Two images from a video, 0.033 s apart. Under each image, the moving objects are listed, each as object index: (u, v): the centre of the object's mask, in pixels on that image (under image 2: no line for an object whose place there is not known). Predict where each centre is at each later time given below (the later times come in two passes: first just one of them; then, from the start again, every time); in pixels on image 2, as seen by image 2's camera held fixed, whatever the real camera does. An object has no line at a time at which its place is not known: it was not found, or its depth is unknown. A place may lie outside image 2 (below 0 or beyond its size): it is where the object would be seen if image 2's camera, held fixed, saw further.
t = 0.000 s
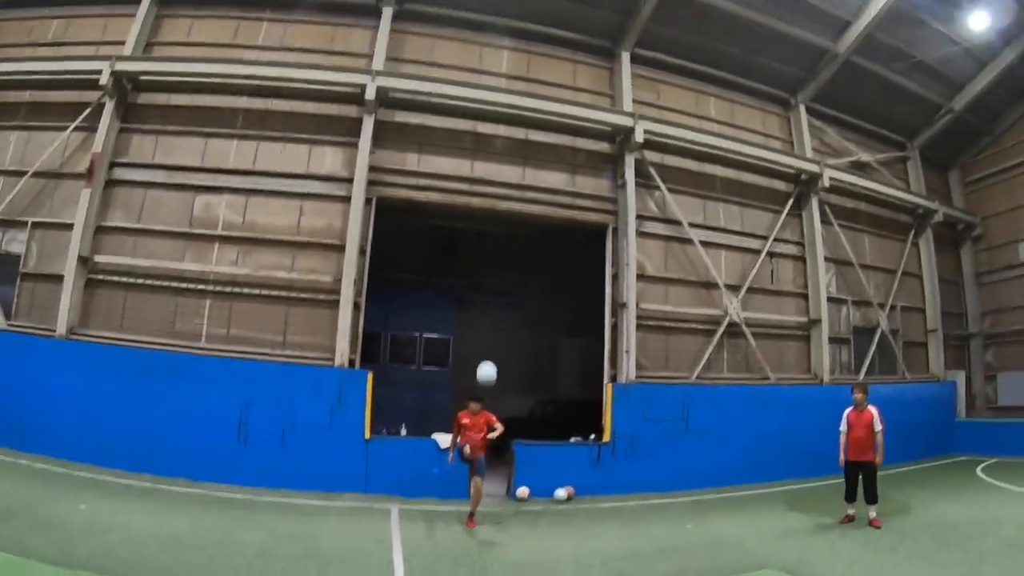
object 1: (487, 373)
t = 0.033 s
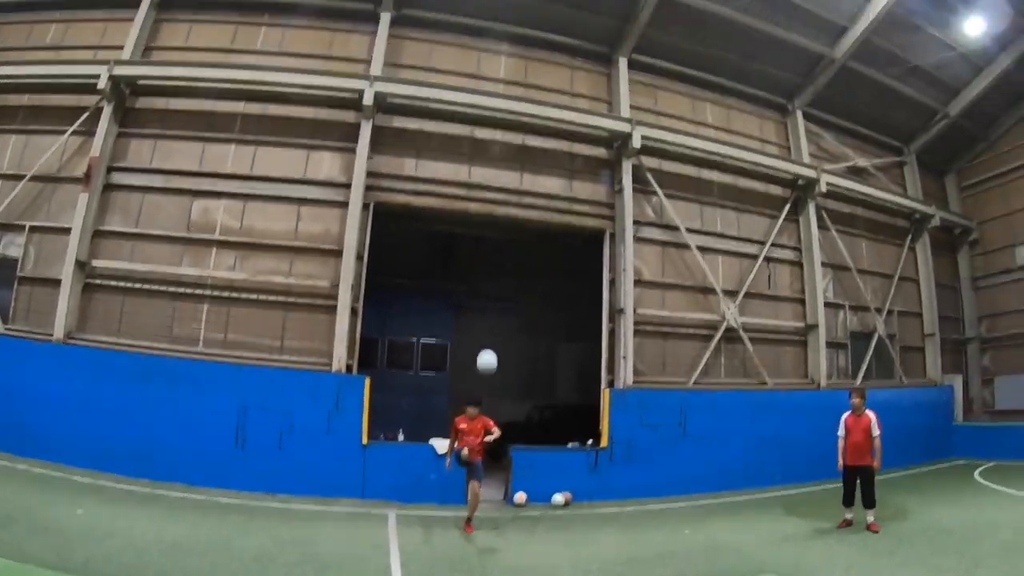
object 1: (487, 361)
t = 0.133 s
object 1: (496, 310)
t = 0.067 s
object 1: (491, 345)
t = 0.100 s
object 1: (493, 328)
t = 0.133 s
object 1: (496, 310)
